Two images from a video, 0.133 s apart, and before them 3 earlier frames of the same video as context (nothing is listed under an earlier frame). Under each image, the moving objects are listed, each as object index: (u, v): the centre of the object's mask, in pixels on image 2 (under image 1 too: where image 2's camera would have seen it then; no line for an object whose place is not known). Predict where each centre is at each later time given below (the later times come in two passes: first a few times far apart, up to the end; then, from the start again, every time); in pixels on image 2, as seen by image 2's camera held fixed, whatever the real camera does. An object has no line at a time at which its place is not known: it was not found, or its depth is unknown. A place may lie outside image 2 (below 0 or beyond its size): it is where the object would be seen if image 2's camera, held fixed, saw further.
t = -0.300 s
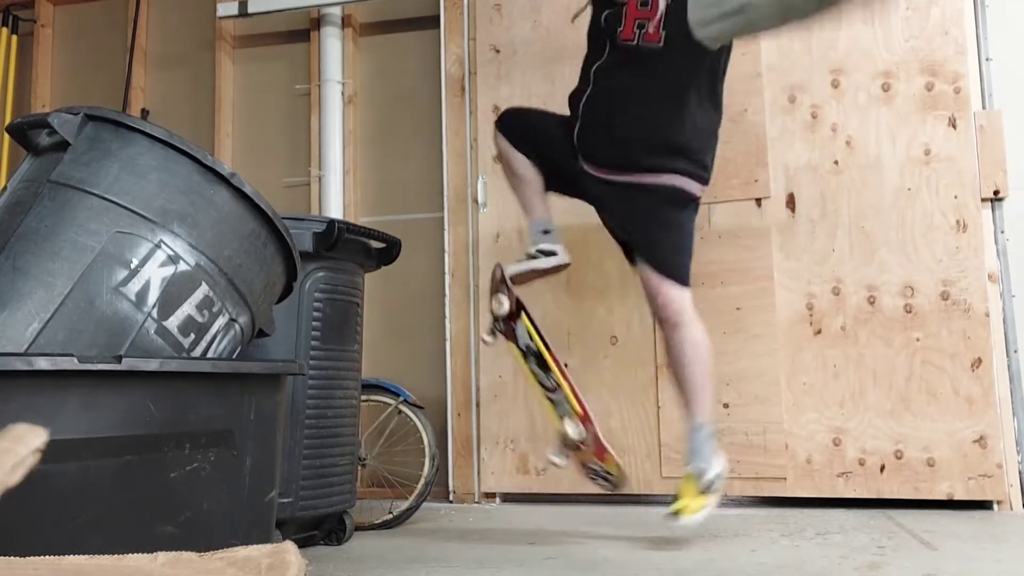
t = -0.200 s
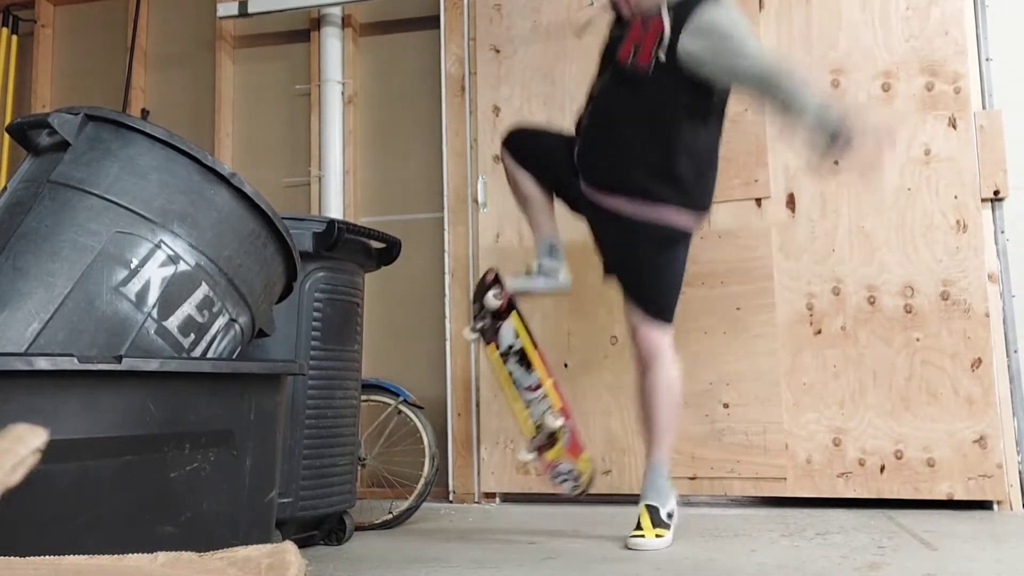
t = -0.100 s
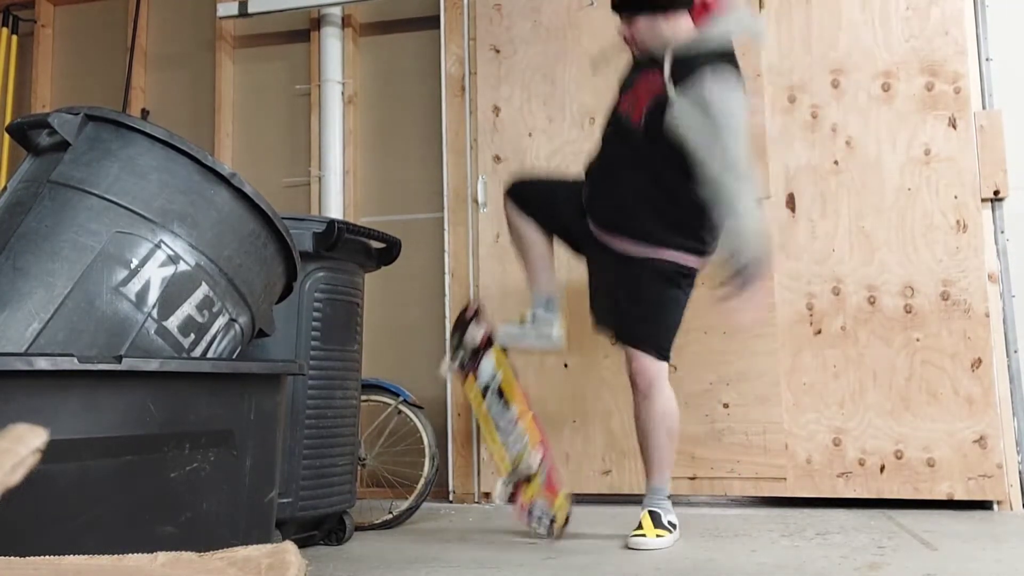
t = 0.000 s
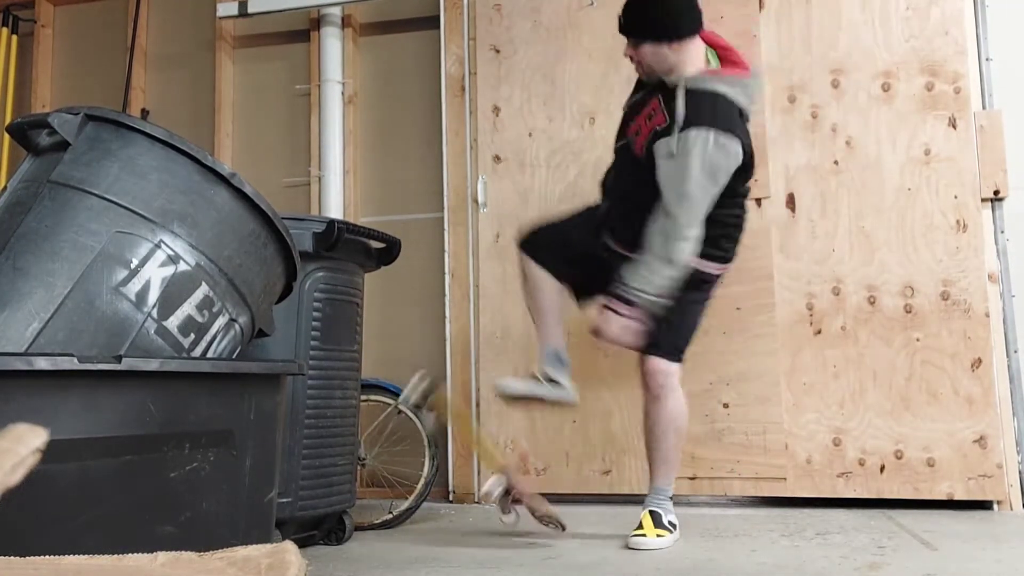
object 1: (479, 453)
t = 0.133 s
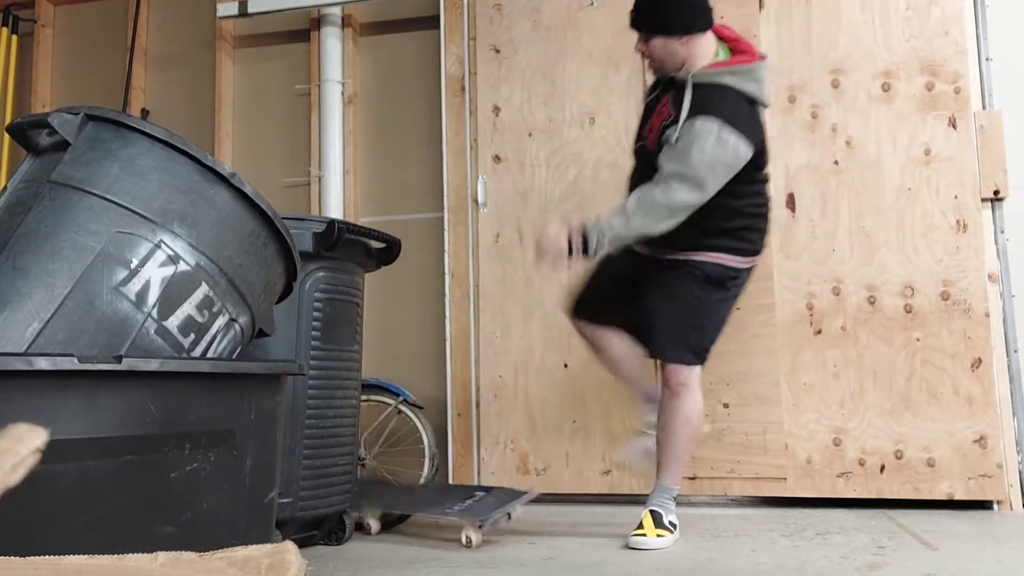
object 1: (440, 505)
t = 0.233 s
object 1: (445, 507)
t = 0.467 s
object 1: (473, 523)
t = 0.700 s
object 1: (522, 528)
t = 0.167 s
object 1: (443, 503)
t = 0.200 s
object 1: (445, 503)
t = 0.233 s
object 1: (445, 507)
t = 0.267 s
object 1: (444, 511)
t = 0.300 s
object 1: (451, 517)
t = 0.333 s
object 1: (455, 521)
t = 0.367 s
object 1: (459, 520)
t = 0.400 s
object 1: (461, 521)
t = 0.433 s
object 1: (467, 522)
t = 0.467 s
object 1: (473, 523)
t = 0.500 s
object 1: (481, 524)
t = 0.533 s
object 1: (488, 525)
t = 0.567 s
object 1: (495, 525)
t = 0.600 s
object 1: (502, 526)
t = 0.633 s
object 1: (507, 526)
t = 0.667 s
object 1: (514, 527)
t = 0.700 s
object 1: (522, 528)
